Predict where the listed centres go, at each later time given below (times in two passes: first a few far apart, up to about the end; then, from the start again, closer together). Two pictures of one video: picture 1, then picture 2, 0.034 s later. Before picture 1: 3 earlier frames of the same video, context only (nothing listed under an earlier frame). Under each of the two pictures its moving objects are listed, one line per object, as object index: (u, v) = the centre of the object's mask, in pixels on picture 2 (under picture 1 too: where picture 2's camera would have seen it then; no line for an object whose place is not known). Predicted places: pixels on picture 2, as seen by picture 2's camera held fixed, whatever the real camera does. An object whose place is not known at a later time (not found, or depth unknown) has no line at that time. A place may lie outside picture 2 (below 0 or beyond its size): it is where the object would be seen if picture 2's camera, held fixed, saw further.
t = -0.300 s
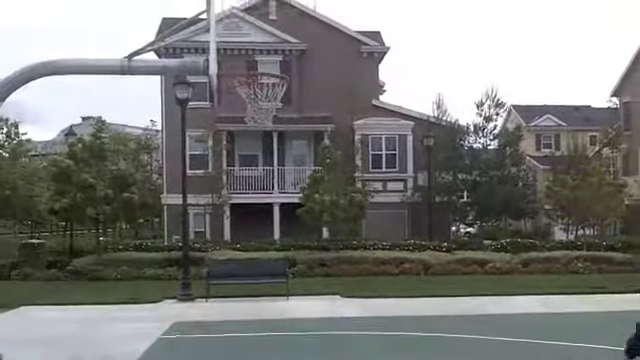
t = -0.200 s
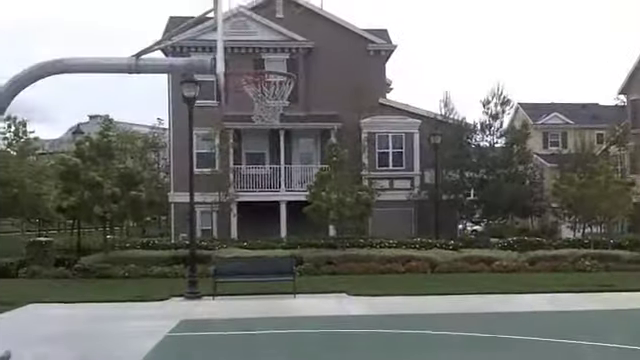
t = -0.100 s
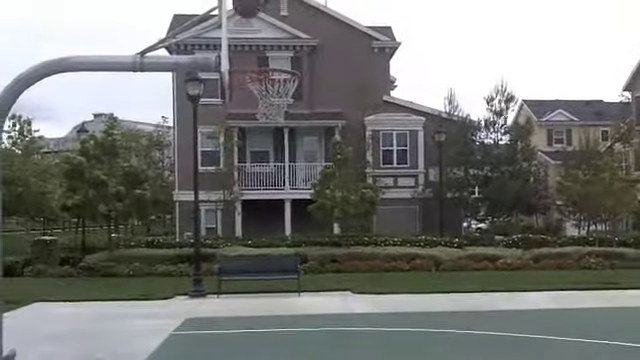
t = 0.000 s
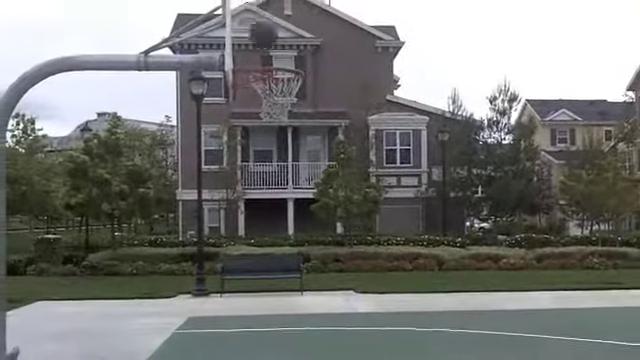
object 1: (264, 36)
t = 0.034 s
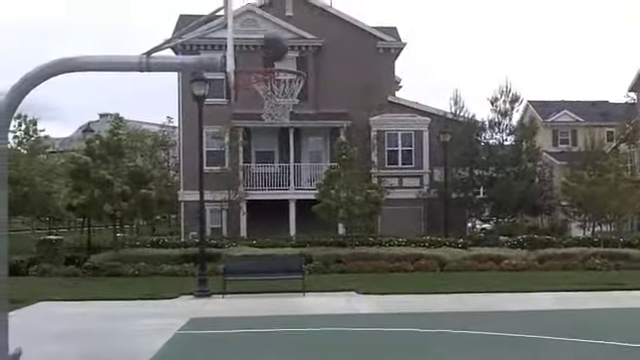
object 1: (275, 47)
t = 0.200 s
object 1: (277, 101)
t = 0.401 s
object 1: (265, 105)
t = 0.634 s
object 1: (272, 139)
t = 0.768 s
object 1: (281, 192)
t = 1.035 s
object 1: (297, 360)
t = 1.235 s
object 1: (306, 356)
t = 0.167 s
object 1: (282, 90)
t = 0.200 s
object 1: (277, 101)
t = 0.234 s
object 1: (269, 94)
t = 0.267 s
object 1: (270, 104)
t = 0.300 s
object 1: (269, 104)
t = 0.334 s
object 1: (267, 106)
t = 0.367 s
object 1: (267, 106)
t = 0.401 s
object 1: (265, 105)
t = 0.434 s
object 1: (266, 106)
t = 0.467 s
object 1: (266, 106)
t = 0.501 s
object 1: (268, 120)
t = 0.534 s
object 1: (268, 124)
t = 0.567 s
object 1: (270, 125)
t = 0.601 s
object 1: (271, 126)
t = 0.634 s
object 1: (272, 139)
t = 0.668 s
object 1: (274, 151)
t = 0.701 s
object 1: (278, 162)
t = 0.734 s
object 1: (280, 178)
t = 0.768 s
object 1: (281, 192)
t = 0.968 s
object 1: (293, 309)
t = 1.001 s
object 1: (295, 334)
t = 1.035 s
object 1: (297, 360)
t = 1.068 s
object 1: (298, 386)
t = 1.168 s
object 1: (302, 390)
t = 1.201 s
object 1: (305, 372)
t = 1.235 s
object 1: (306, 356)
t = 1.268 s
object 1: (306, 342)
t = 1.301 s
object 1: (307, 327)
